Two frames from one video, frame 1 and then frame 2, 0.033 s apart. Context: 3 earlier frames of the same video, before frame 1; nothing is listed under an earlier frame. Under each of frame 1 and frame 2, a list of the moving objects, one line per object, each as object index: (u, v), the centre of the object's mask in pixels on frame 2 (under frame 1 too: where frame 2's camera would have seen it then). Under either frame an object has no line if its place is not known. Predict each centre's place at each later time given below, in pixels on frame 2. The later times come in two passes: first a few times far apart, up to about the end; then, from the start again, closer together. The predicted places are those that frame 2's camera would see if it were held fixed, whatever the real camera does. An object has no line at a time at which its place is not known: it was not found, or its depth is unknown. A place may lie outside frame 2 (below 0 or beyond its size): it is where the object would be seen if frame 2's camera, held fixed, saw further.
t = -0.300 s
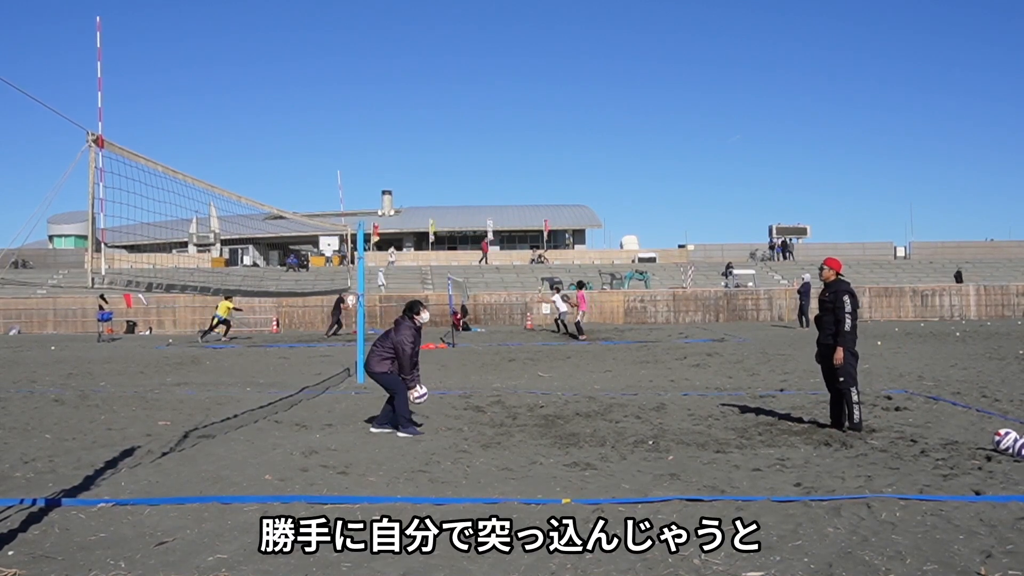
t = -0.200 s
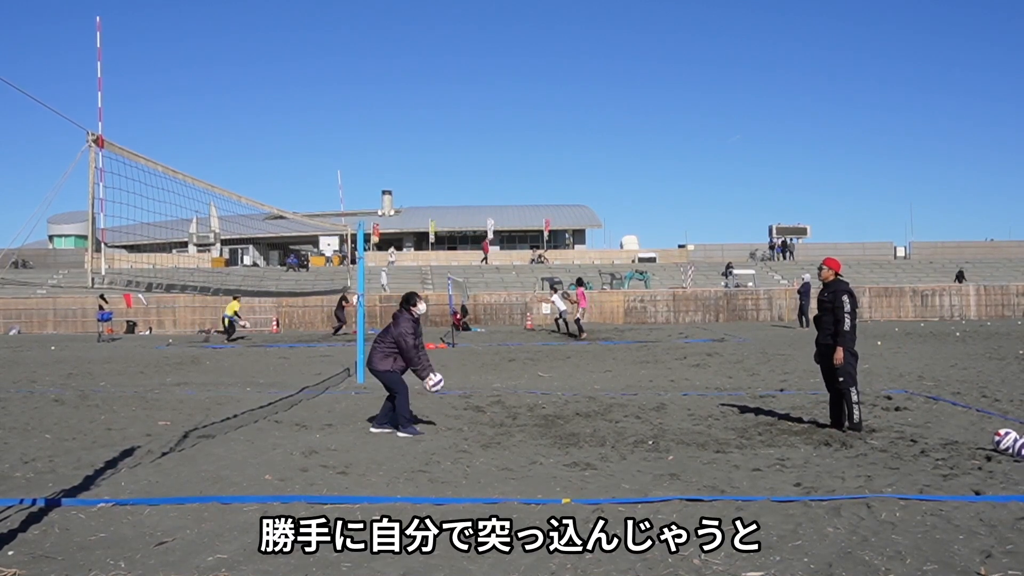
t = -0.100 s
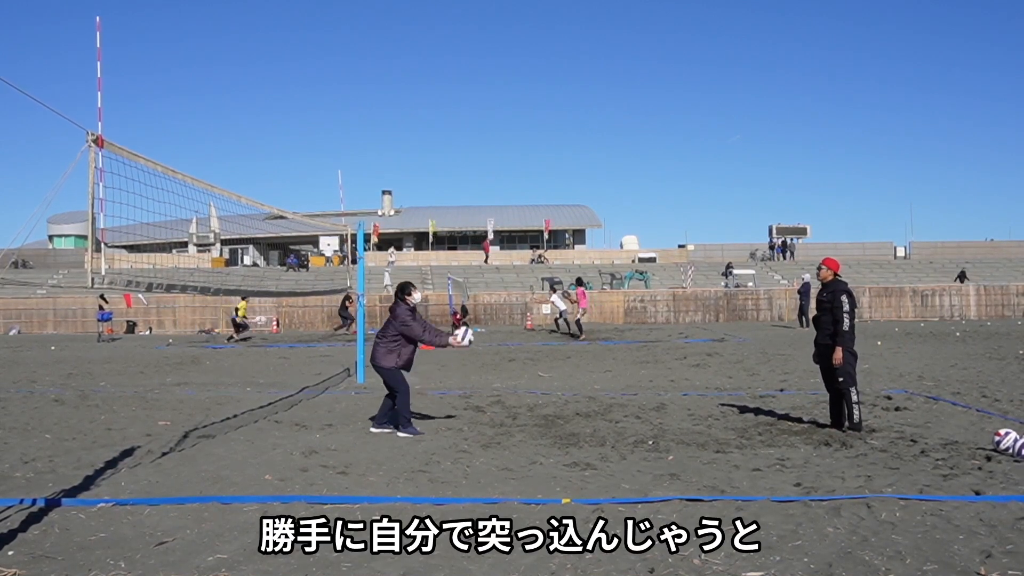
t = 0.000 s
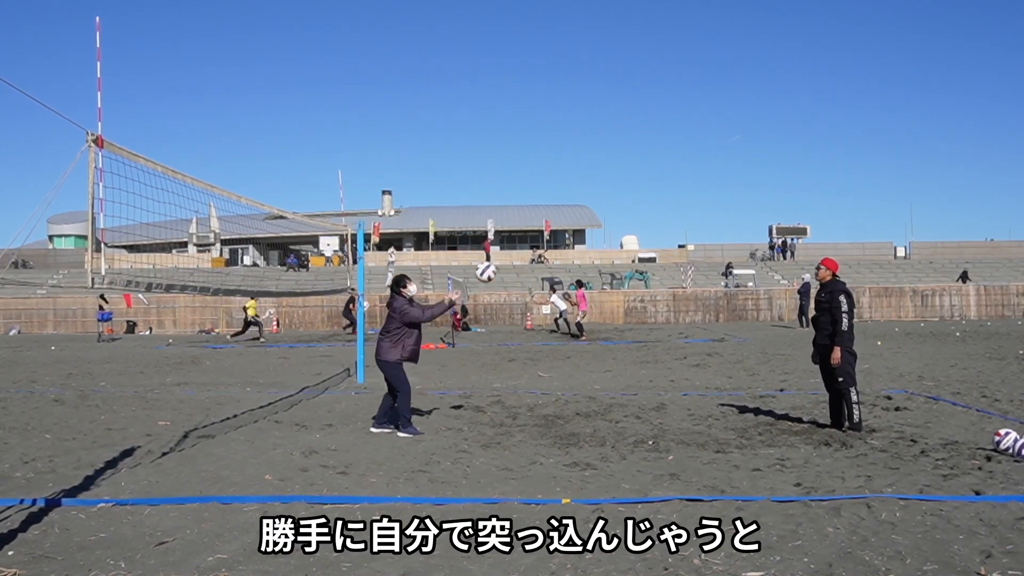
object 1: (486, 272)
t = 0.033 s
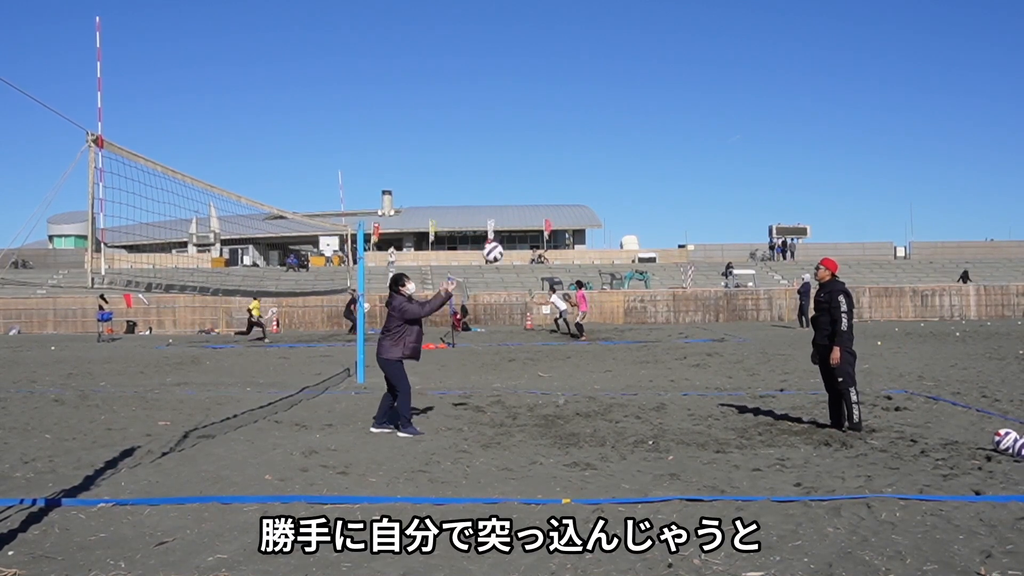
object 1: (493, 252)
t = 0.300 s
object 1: (551, 133)
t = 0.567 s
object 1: (608, 85)
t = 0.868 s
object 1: (672, 115)
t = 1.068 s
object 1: (715, 180)
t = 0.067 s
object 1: (500, 233)
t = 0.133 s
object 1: (515, 200)
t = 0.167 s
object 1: (522, 184)
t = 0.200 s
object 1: (530, 170)
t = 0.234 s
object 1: (537, 156)
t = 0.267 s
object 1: (544, 144)
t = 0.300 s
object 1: (551, 133)
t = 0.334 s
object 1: (558, 123)
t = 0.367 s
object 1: (565, 114)
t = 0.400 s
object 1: (572, 107)
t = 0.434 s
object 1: (579, 100)
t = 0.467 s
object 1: (586, 95)
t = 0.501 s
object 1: (594, 90)
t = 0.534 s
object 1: (601, 87)
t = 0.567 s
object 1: (608, 85)
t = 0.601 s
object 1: (615, 84)
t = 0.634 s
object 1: (622, 84)
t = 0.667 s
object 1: (629, 85)
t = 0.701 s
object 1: (636, 87)
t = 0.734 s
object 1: (643, 91)
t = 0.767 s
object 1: (650, 95)
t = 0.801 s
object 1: (657, 101)
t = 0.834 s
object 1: (665, 107)
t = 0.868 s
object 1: (672, 115)
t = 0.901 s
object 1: (679, 123)
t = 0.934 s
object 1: (686, 133)
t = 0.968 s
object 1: (694, 143)
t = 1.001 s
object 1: (701, 155)
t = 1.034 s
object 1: (708, 167)
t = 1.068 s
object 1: (715, 180)
